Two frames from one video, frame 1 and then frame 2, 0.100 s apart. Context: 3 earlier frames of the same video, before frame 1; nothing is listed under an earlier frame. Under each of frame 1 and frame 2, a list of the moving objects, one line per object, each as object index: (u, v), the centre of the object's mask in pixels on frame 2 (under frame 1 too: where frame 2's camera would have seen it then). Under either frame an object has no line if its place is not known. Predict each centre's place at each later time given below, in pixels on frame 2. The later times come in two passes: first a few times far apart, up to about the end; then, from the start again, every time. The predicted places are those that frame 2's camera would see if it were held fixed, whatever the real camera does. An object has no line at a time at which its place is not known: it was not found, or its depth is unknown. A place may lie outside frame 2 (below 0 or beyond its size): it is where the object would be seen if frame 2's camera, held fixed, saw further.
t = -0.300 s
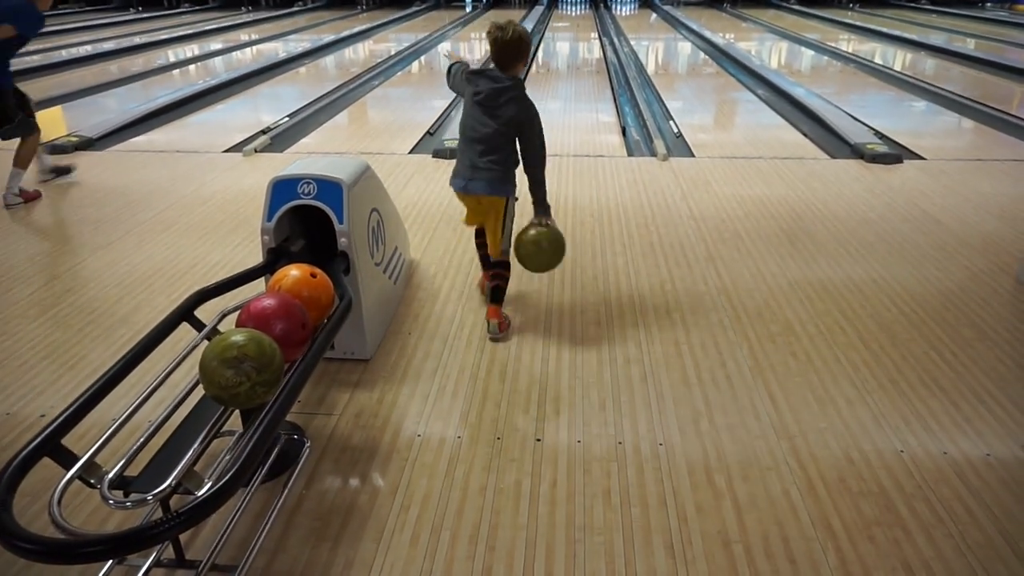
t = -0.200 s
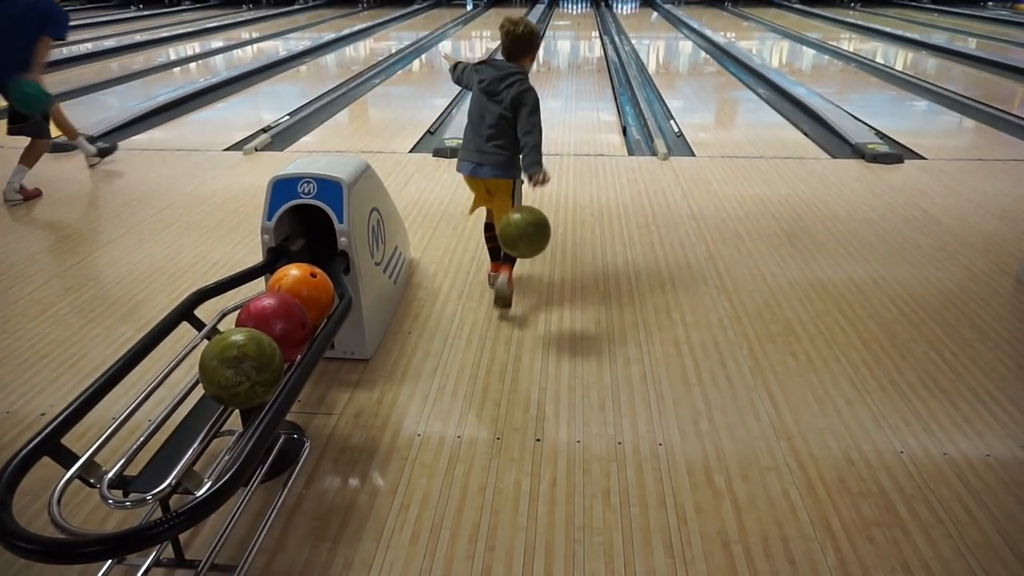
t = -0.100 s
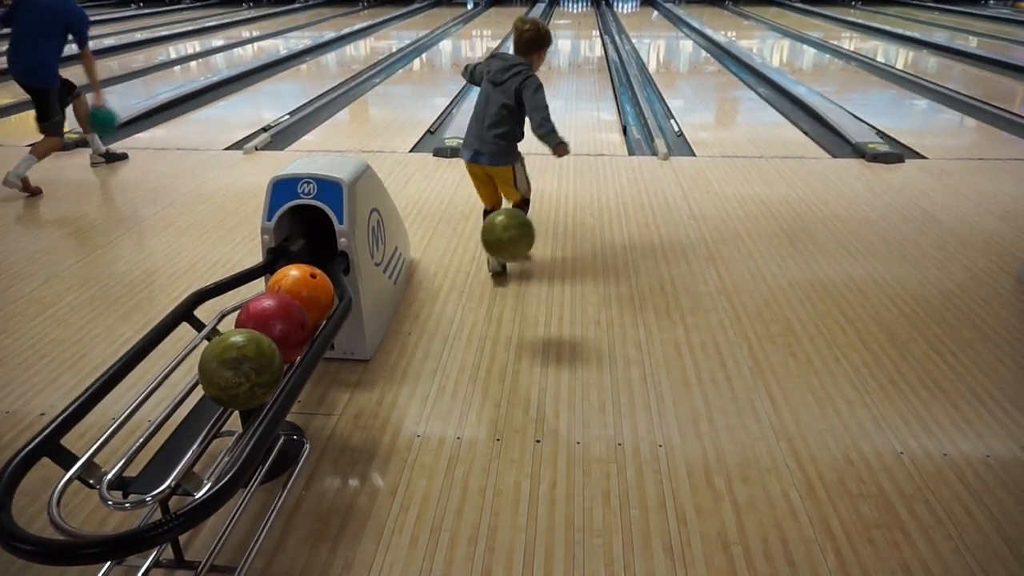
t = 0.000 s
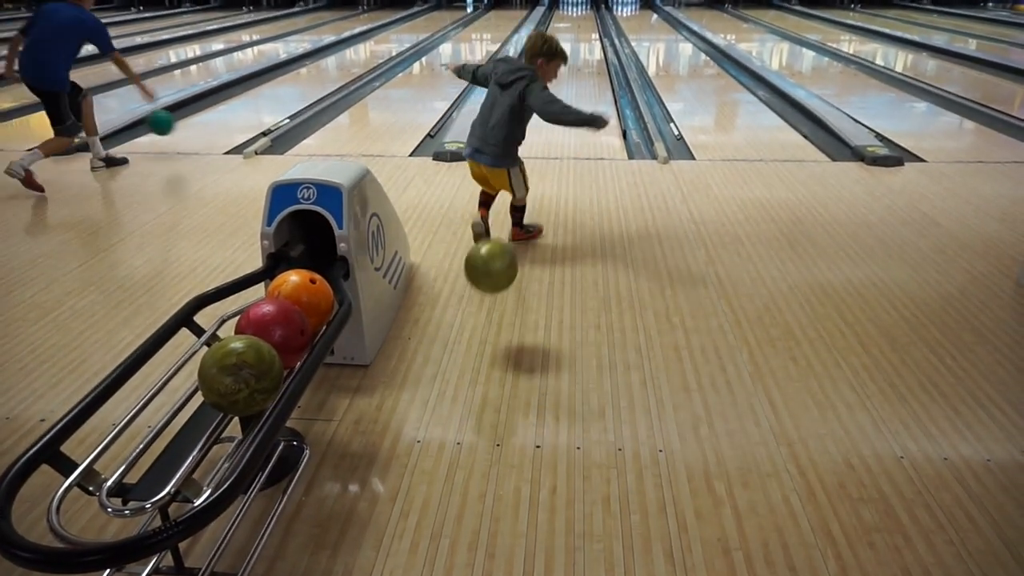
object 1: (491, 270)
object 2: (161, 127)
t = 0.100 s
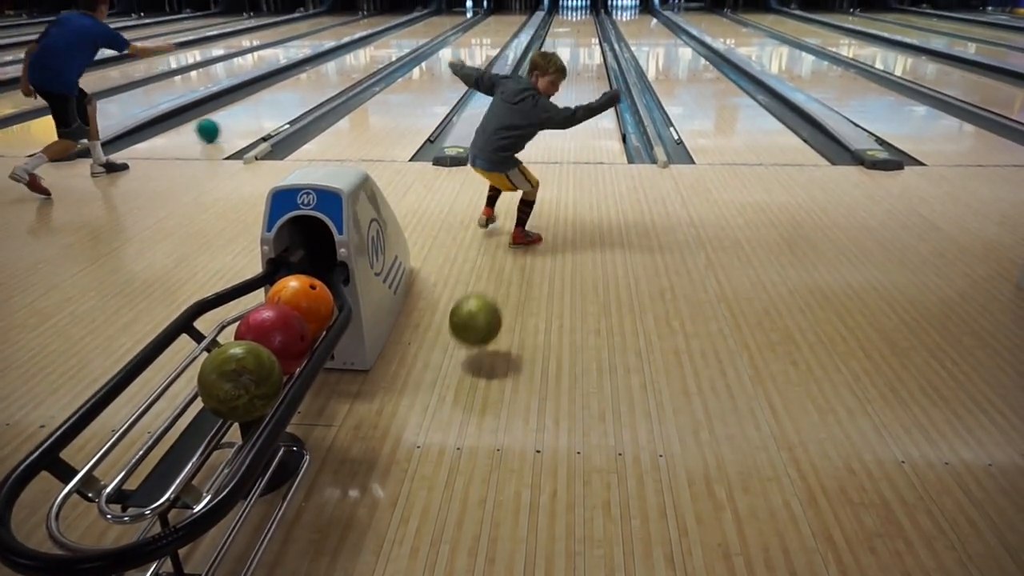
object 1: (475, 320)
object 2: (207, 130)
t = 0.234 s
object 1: (454, 333)
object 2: (252, 110)
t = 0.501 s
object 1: (417, 350)
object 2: (315, 81)
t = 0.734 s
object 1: (391, 352)
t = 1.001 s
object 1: (390, 355)
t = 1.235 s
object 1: (384, 358)
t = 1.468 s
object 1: (378, 361)
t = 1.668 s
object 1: (373, 364)
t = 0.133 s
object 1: (470, 337)
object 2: (220, 124)
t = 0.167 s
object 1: (465, 333)
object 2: (231, 119)
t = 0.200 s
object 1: (459, 332)
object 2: (242, 114)
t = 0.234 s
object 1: (454, 333)
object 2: (252, 110)
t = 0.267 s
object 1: (449, 337)
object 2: (262, 105)
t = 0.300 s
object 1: (444, 343)
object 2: (271, 101)
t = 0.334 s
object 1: (439, 345)
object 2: (279, 97)
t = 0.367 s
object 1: (434, 346)
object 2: (287, 94)
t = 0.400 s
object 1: (430, 347)
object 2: (294, 91)
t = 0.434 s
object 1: (426, 348)
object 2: (302, 87)
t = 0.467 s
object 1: (421, 349)
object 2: (309, 84)
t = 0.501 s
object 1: (417, 350)
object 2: (315, 81)
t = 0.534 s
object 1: (413, 351)
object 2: (321, 79)
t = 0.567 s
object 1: (410, 351)
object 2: (326, 77)
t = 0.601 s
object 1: (406, 351)
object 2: (333, 75)
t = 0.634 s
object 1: (402, 351)
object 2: (338, 72)
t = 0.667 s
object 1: (398, 351)
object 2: (344, 73)
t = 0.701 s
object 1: (394, 351)
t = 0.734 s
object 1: (391, 352)
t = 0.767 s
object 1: (391, 353)
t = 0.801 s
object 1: (391, 353)
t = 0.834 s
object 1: (392, 353)
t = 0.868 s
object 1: (392, 353)
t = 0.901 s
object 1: (392, 353)
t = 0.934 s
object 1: (391, 354)
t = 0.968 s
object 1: (391, 354)
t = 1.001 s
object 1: (390, 355)
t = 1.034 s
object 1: (389, 355)
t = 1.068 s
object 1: (388, 356)
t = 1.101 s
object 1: (388, 356)
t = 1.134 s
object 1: (387, 356)
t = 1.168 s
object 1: (386, 357)
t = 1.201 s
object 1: (386, 357)
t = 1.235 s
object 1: (384, 358)
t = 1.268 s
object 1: (383, 359)
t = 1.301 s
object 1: (382, 359)
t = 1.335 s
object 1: (382, 359)
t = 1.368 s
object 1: (381, 359)
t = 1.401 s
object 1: (380, 360)
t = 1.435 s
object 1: (379, 361)
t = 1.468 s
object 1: (378, 361)
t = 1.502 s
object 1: (378, 361)
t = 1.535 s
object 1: (377, 361)
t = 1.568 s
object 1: (375, 362)
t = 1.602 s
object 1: (375, 363)
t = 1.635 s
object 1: (374, 364)
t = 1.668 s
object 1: (373, 364)
